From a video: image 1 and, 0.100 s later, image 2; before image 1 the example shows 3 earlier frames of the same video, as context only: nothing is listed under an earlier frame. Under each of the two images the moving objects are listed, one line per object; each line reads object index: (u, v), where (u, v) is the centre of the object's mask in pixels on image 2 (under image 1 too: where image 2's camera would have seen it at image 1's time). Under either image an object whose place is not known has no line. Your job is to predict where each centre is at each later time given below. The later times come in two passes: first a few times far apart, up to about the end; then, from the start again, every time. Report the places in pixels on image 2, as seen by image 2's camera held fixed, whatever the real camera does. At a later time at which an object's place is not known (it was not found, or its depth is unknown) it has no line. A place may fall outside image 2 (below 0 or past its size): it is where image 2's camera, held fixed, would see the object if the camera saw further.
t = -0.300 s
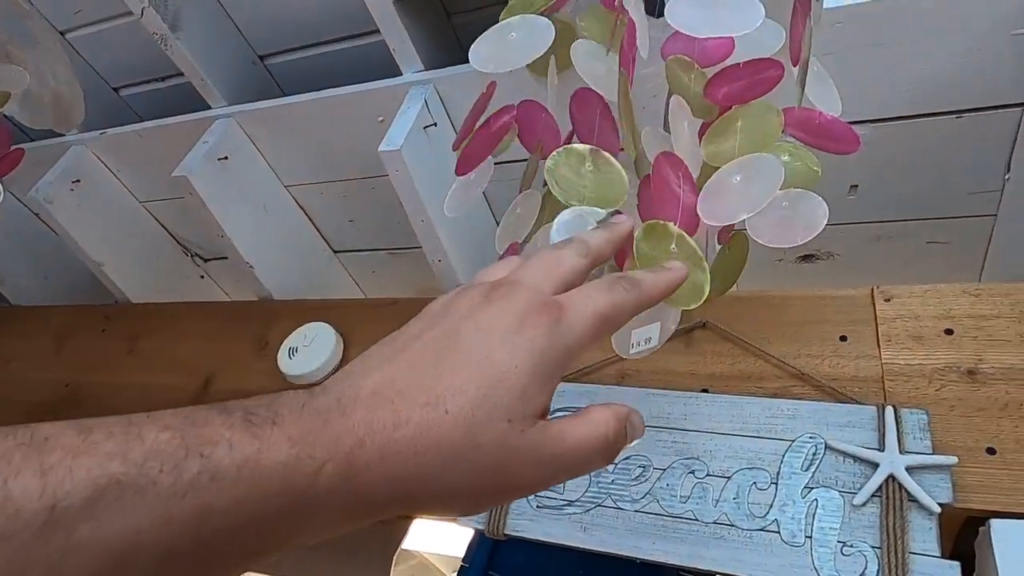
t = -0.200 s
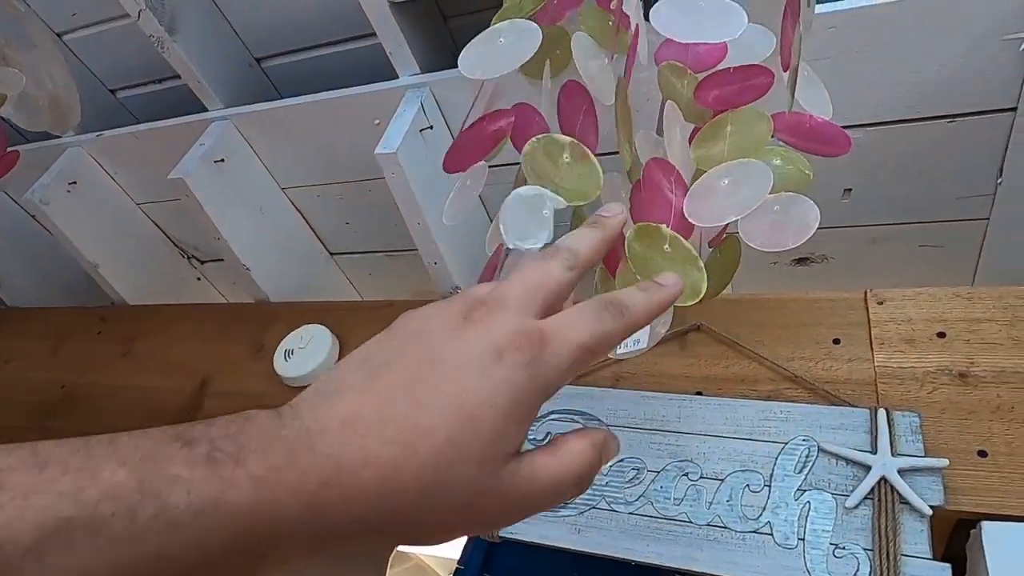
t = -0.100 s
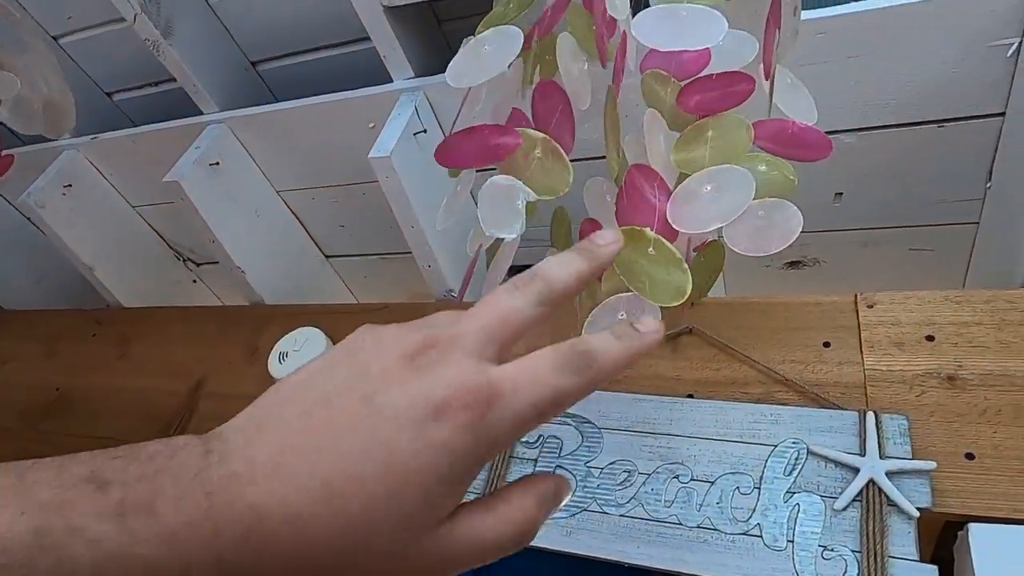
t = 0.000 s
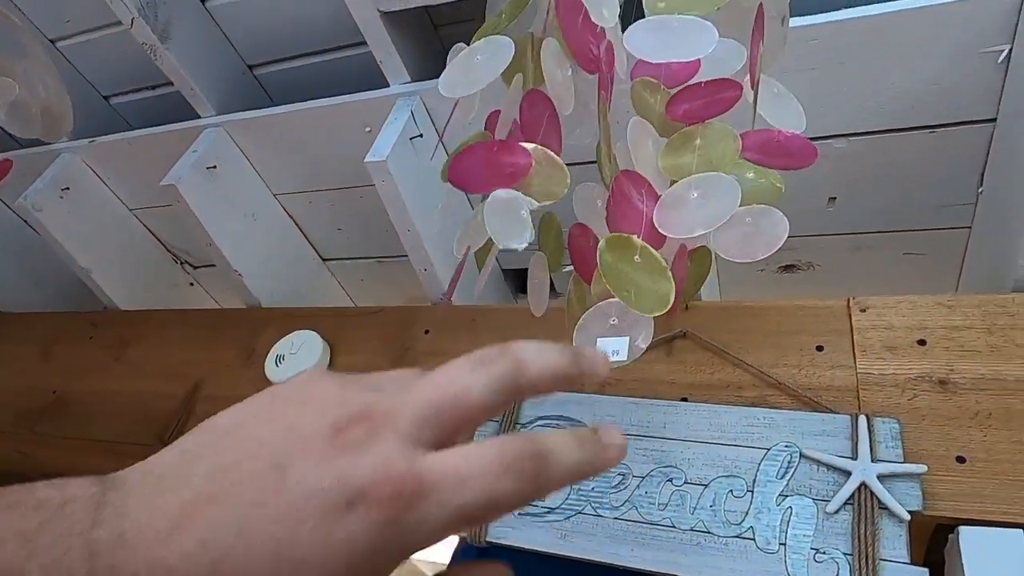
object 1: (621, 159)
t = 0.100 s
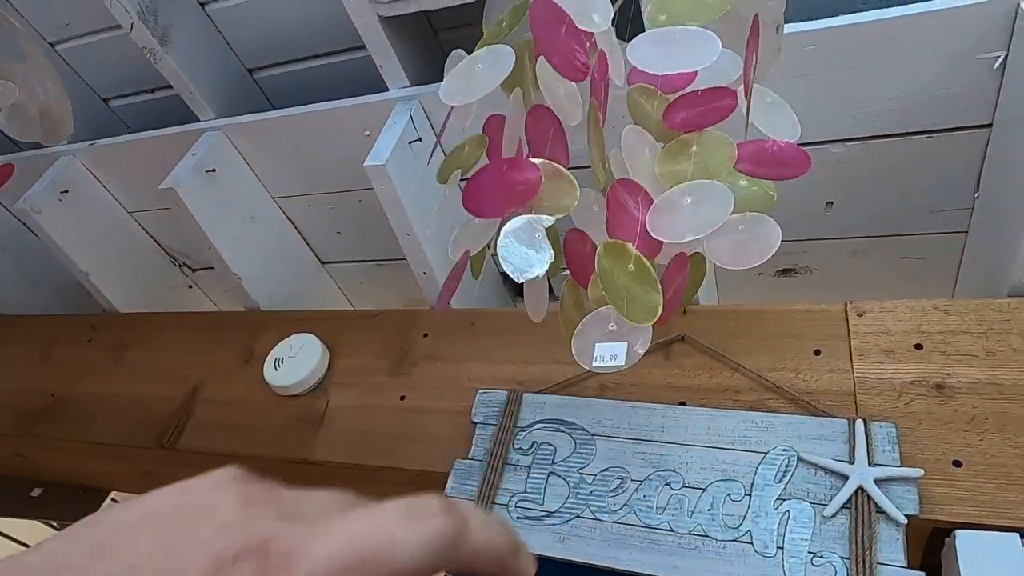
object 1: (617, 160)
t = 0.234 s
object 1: (613, 160)
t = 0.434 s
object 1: (606, 157)
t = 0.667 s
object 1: (610, 149)
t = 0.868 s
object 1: (614, 145)
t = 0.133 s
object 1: (614, 160)
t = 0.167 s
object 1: (616, 160)
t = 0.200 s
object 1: (614, 161)
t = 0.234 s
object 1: (613, 160)
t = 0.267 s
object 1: (611, 160)
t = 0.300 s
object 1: (609, 159)
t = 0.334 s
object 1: (608, 158)
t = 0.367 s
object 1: (608, 157)
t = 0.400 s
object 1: (607, 157)
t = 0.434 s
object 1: (606, 157)
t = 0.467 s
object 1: (606, 157)
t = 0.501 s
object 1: (606, 157)
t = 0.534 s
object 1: (606, 156)
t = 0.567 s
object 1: (607, 156)
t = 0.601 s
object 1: (608, 154)
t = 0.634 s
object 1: (609, 152)
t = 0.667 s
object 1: (610, 149)
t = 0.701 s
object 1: (610, 149)
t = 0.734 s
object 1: (610, 149)
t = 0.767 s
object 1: (611, 148)
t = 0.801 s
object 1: (613, 146)
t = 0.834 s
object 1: (614, 145)
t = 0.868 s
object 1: (614, 145)
